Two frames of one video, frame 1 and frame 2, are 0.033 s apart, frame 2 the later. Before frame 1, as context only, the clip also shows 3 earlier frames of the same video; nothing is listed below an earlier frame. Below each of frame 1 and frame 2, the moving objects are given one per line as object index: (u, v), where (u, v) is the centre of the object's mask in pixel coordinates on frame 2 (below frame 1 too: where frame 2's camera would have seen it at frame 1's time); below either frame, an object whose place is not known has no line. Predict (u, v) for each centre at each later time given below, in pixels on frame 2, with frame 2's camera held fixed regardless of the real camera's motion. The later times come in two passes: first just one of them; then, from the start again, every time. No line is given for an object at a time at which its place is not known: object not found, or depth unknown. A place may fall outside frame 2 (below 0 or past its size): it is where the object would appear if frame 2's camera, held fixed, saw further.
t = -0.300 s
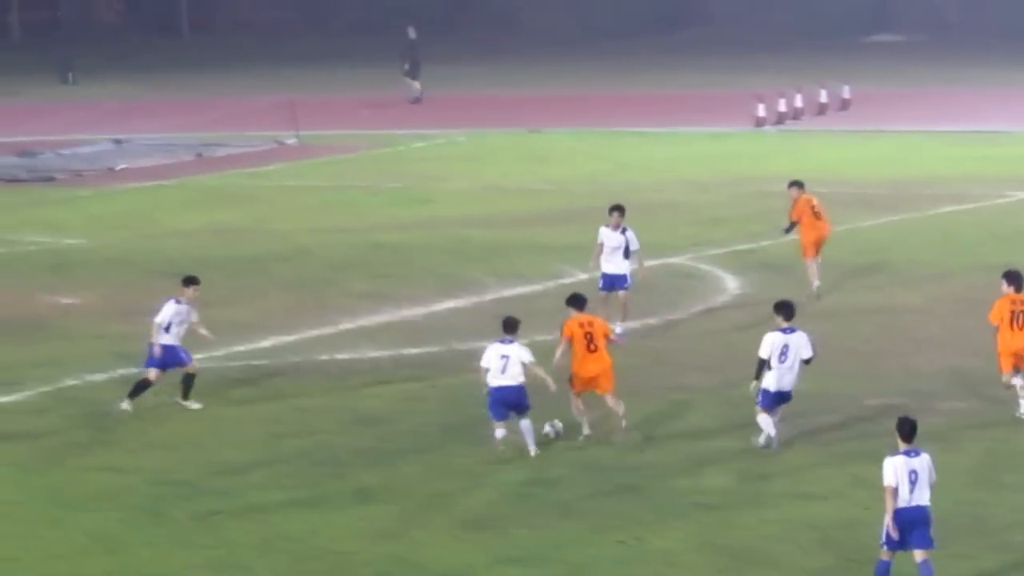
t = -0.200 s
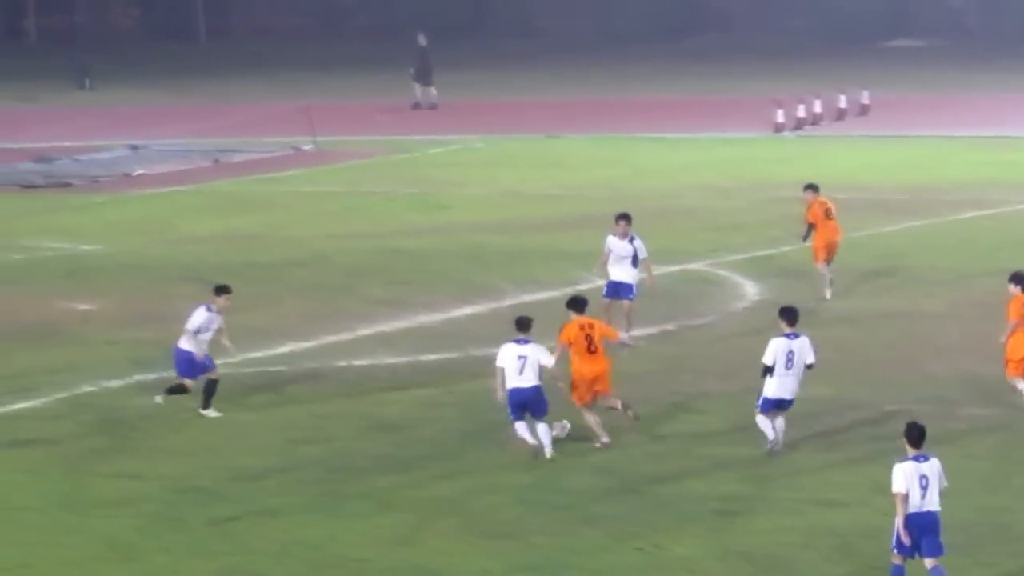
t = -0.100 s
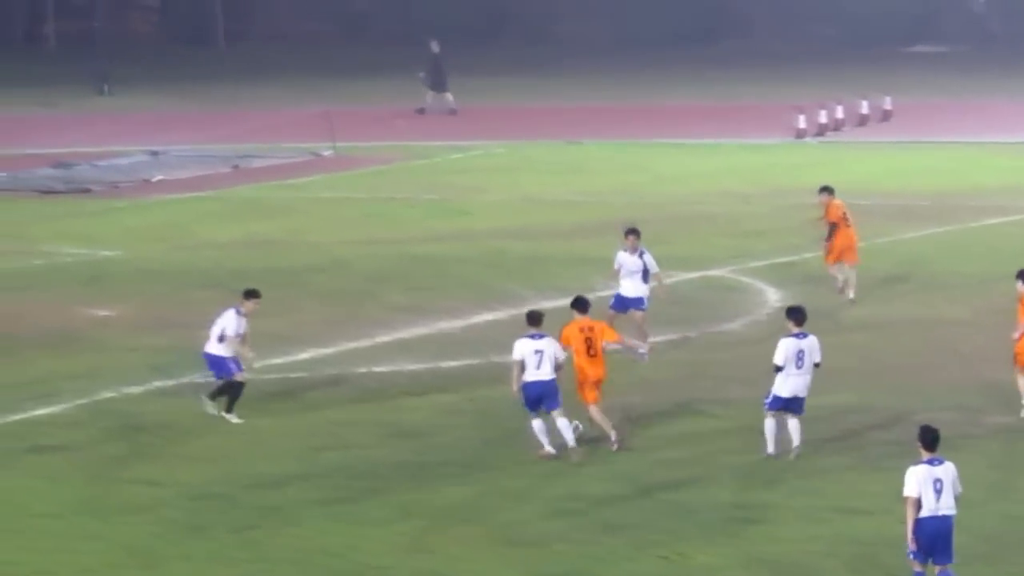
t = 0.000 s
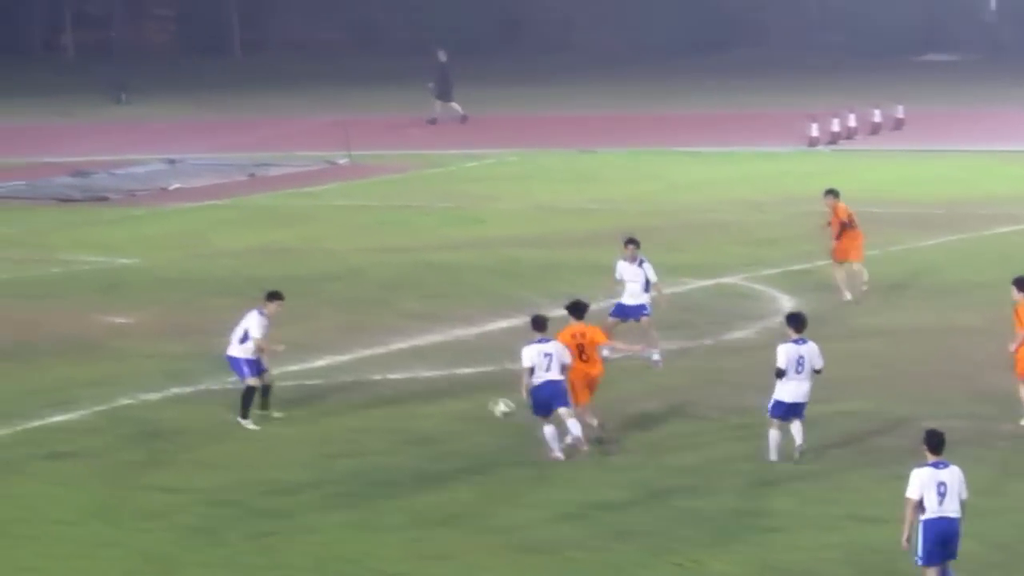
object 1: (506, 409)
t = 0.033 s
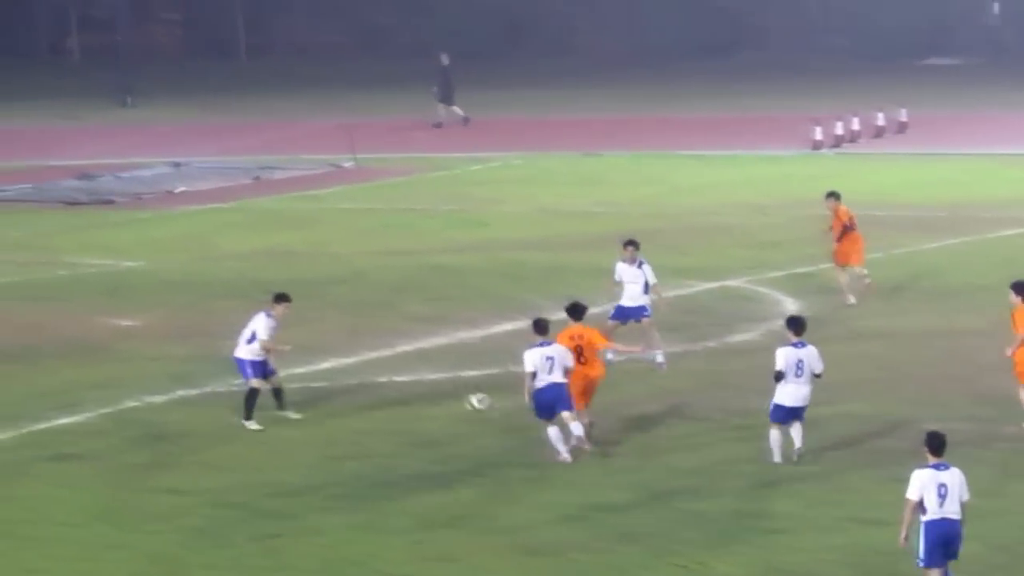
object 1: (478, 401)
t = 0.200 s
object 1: (335, 375)
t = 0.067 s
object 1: (449, 394)
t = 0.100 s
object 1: (419, 388)
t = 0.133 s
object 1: (390, 383)
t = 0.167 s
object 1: (363, 379)
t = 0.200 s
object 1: (335, 375)
